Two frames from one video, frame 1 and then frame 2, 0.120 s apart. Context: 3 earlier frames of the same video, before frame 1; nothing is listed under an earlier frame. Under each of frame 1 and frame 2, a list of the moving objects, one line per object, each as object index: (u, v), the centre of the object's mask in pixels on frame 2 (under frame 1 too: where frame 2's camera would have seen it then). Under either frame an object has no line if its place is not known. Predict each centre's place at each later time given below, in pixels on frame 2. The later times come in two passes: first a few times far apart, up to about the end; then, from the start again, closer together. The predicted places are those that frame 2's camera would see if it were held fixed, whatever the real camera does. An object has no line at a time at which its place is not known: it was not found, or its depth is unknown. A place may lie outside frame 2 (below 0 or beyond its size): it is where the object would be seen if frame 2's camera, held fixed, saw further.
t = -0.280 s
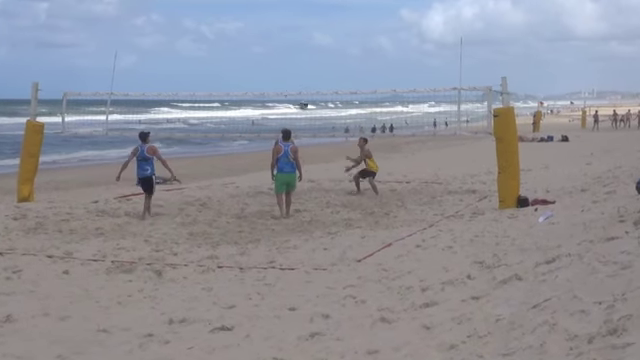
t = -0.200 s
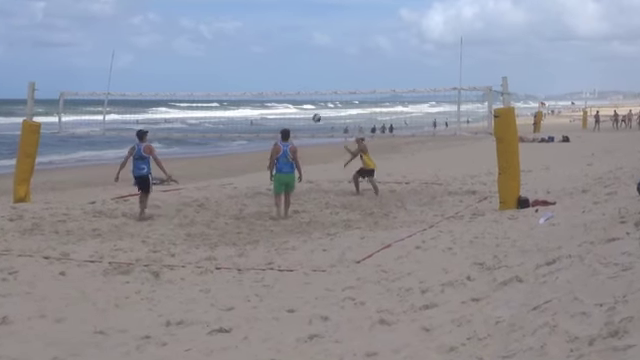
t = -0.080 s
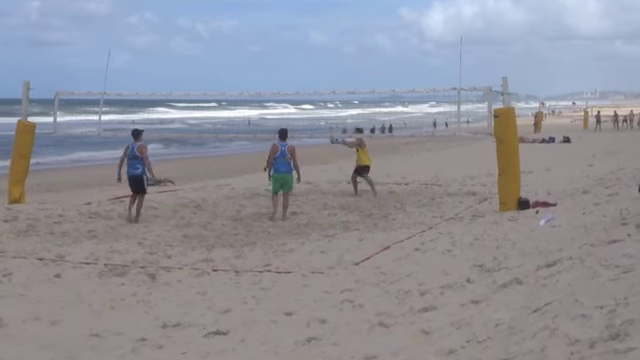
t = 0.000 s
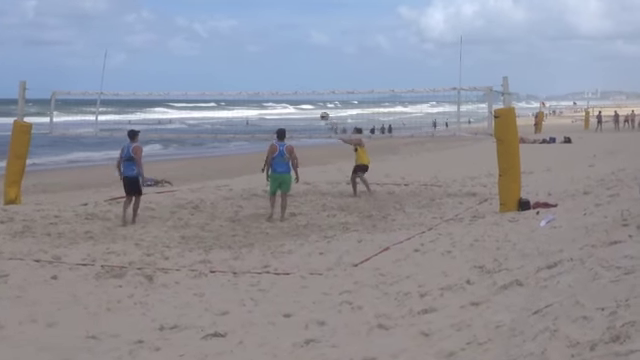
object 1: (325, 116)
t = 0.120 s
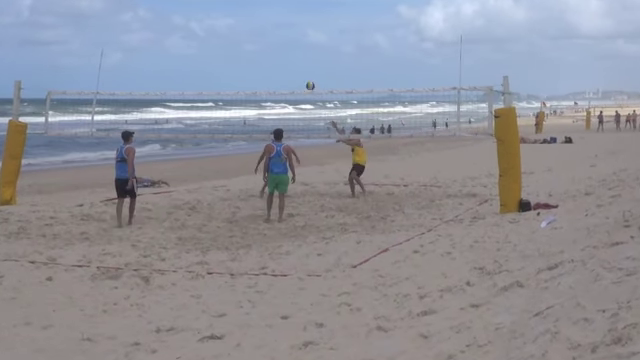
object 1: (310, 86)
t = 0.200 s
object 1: (300, 68)
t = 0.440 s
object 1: (271, 30)
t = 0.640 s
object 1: (246, 15)
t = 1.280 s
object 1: (163, 101)
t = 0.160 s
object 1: (305, 76)
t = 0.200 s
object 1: (300, 68)
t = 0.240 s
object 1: (296, 61)
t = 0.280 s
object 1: (291, 54)
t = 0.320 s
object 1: (286, 46)
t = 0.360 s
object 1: (281, 39)
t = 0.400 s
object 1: (275, 35)
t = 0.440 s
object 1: (271, 30)
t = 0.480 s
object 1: (266, 25)
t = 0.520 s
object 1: (261, 22)
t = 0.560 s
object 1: (256, 20)
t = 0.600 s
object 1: (251, 17)
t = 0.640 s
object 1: (246, 15)
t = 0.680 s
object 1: (240, 14)
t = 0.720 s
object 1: (235, 13)
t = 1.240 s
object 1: (169, 88)
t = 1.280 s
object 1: (163, 101)
